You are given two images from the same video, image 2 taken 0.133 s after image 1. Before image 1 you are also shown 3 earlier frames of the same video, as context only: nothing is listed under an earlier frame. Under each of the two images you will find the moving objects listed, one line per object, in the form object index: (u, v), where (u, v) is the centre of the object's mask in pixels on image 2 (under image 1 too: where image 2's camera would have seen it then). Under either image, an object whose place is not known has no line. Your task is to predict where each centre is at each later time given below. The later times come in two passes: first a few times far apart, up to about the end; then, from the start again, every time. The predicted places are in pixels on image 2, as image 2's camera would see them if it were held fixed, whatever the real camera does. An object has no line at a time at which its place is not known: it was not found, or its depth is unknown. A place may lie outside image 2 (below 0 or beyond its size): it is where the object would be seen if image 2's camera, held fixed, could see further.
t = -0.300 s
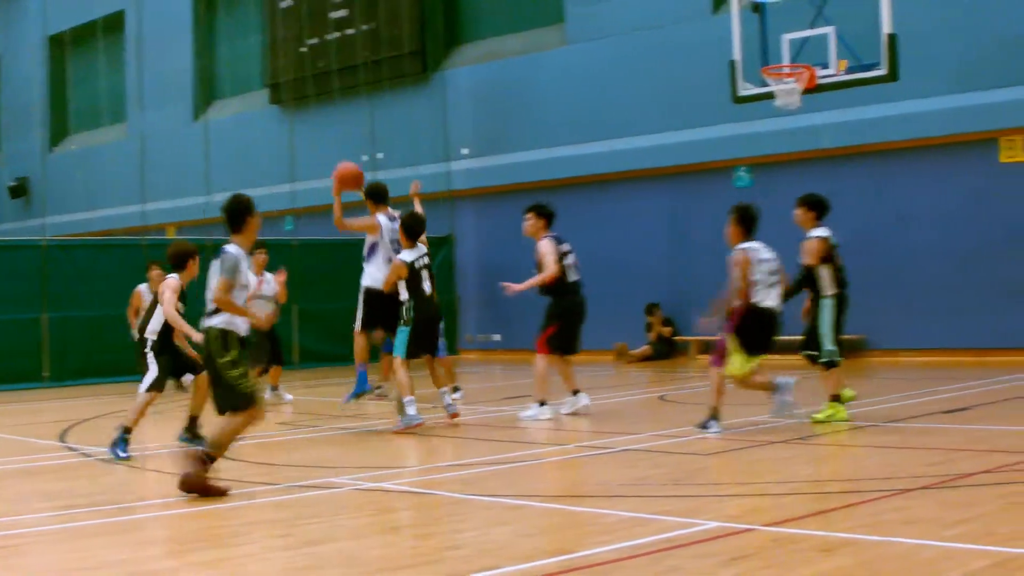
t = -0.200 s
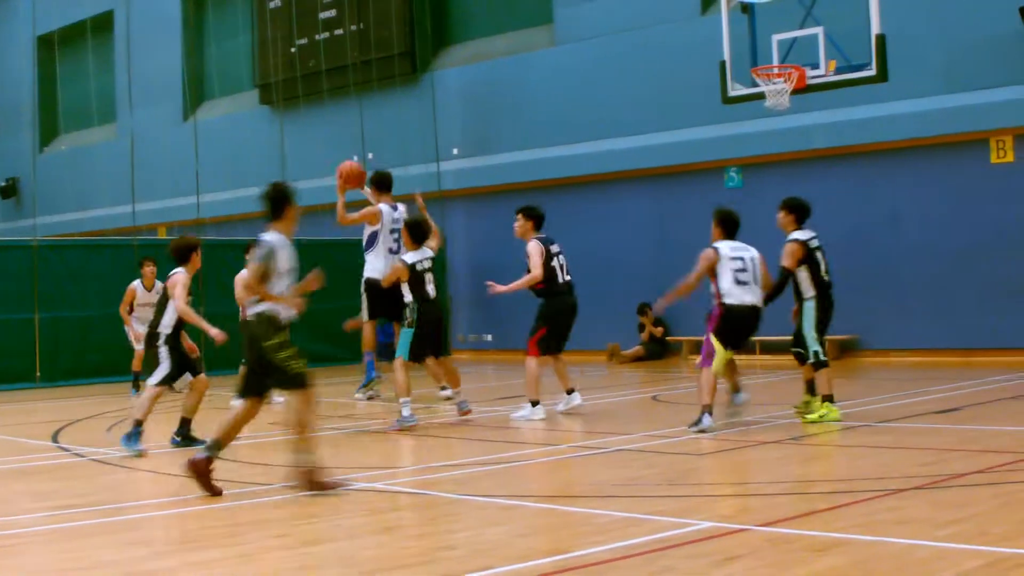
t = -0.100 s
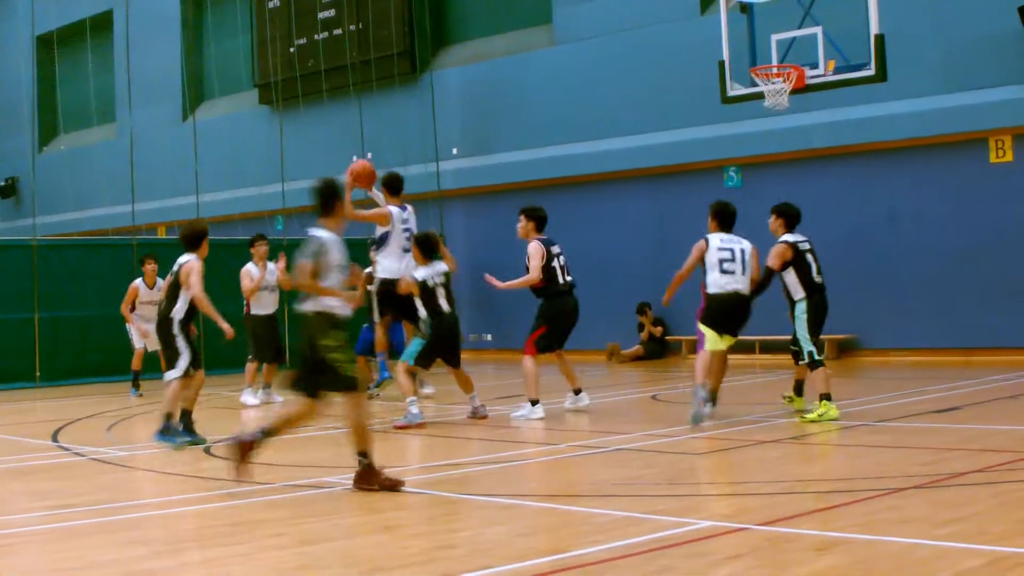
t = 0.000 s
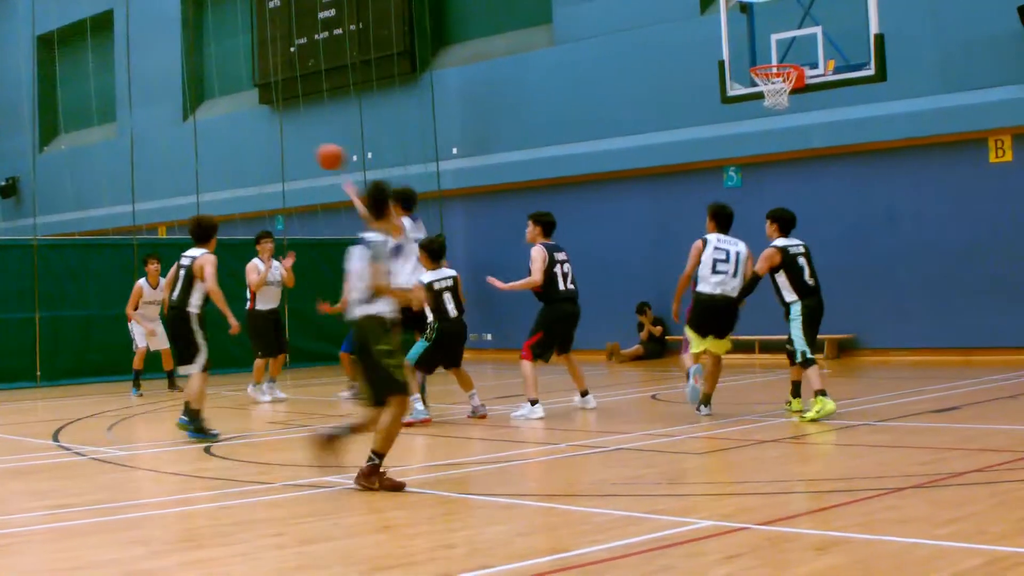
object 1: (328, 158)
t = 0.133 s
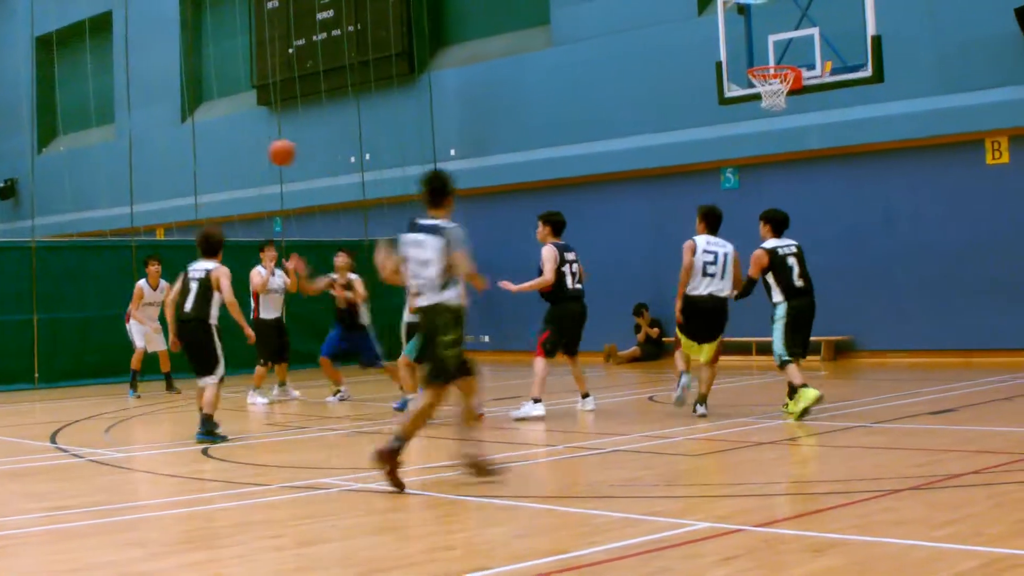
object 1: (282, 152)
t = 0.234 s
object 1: (250, 161)
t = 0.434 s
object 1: (196, 202)
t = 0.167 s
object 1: (271, 154)
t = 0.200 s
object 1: (260, 157)
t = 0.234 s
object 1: (250, 161)
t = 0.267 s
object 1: (240, 165)
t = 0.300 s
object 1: (230, 171)
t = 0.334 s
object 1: (221, 177)
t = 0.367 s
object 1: (213, 184)
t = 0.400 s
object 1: (204, 193)
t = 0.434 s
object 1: (196, 202)
